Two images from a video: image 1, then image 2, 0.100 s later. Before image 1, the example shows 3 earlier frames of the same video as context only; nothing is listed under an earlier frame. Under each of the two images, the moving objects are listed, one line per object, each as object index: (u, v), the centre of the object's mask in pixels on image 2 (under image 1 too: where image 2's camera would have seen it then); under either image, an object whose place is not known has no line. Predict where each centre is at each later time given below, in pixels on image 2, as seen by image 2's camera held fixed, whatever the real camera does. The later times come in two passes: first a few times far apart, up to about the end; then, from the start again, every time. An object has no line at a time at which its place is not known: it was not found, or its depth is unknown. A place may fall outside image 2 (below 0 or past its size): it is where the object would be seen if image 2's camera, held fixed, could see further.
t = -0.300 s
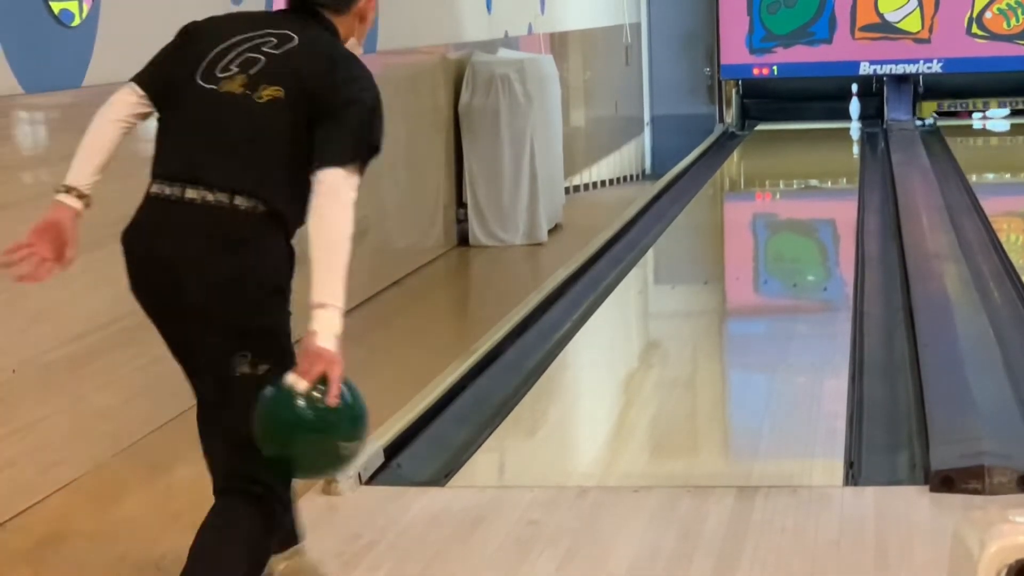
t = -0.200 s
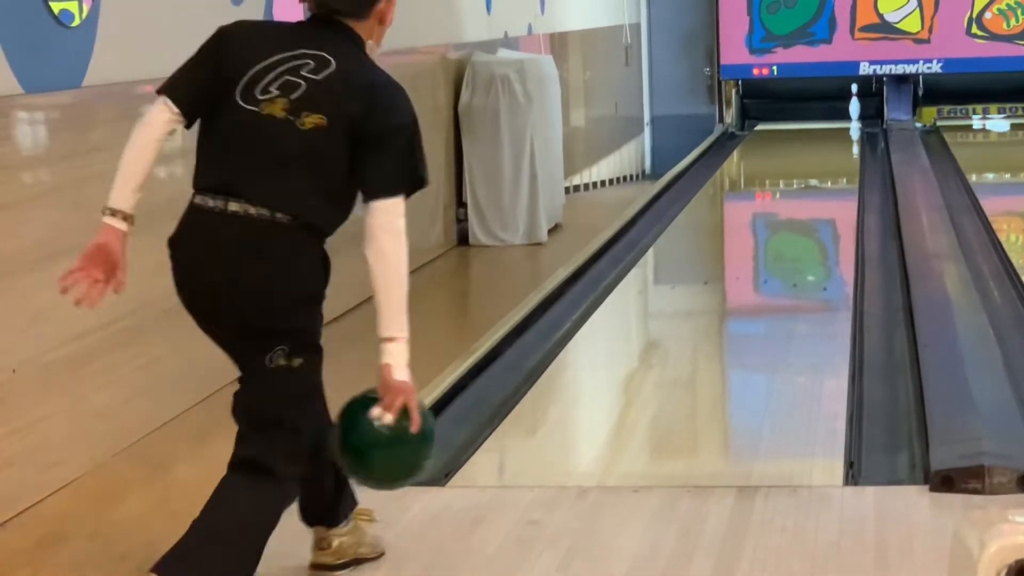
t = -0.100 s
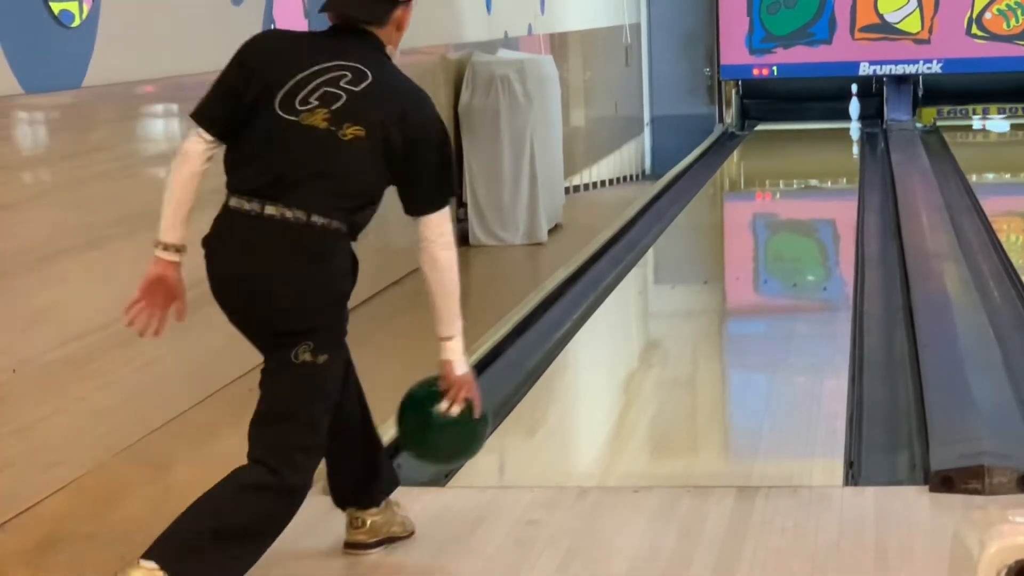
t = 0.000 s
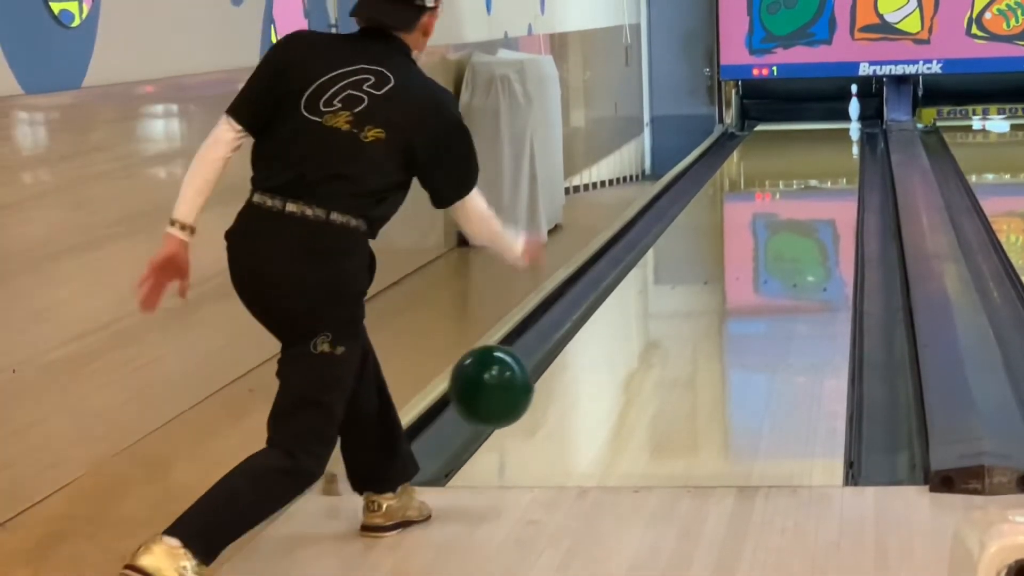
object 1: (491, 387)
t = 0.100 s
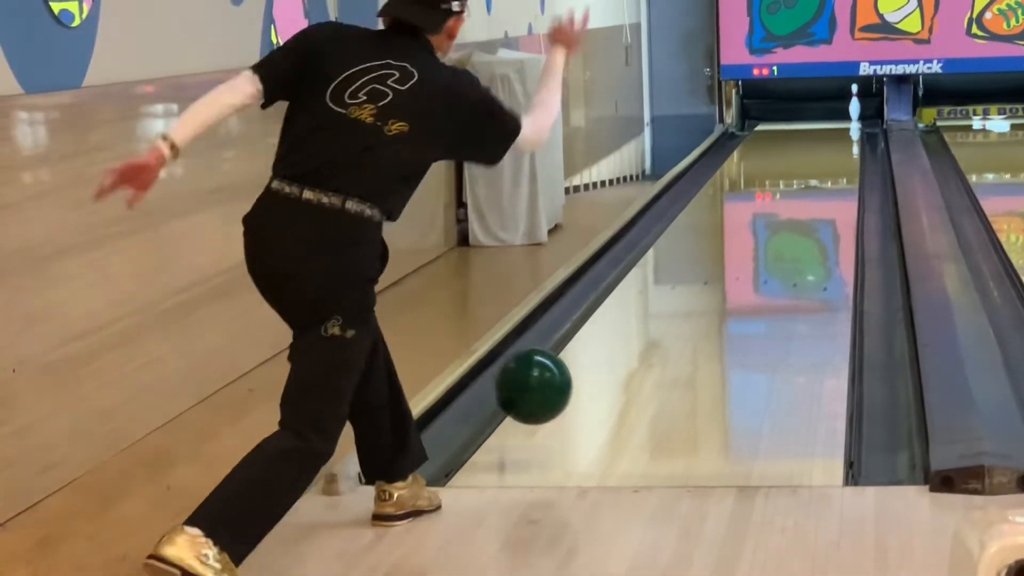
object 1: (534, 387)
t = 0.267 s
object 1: (588, 374)
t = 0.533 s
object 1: (649, 309)
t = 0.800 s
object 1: (692, 264)
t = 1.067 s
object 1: (723, 232)
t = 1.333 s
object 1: (748, 205)
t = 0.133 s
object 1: (546, 394)
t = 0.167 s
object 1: (558, 404)
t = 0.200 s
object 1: (569, 393)
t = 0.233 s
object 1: (579, 383)
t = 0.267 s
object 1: (588, 374)
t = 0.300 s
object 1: (597, 364)
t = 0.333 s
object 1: (605, 356)
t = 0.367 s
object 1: (614, 346)
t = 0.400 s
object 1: (621, 338)
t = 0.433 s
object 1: (629, 331)
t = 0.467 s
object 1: (636, 323)
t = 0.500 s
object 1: (643, 315)
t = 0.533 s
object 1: (649, 309)
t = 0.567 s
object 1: (655, 303)
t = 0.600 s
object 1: (661, 296)
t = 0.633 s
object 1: (667, 291)
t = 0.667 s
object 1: (672, 285)
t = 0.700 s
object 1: (677, 279)
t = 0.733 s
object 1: (682, 274)
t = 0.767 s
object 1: (687, 269)
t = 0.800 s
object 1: (692, 264)
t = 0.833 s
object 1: (696, 260)
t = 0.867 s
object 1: (700, 256)
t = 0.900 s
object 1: (705, 251)
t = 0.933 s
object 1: (709, 247)
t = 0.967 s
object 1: (712, 243)
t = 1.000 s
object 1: (716, 239)
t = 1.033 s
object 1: (720, 236)
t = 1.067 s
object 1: (723, 232)
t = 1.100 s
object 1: (727, 228)
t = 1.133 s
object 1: (730, 224)
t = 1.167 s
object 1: (734, 221)
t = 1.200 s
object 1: (736, 218)
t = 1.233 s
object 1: (740, 214)
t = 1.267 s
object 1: (742, 212)
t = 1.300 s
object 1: (745, 208)
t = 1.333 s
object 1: (748, 205)
